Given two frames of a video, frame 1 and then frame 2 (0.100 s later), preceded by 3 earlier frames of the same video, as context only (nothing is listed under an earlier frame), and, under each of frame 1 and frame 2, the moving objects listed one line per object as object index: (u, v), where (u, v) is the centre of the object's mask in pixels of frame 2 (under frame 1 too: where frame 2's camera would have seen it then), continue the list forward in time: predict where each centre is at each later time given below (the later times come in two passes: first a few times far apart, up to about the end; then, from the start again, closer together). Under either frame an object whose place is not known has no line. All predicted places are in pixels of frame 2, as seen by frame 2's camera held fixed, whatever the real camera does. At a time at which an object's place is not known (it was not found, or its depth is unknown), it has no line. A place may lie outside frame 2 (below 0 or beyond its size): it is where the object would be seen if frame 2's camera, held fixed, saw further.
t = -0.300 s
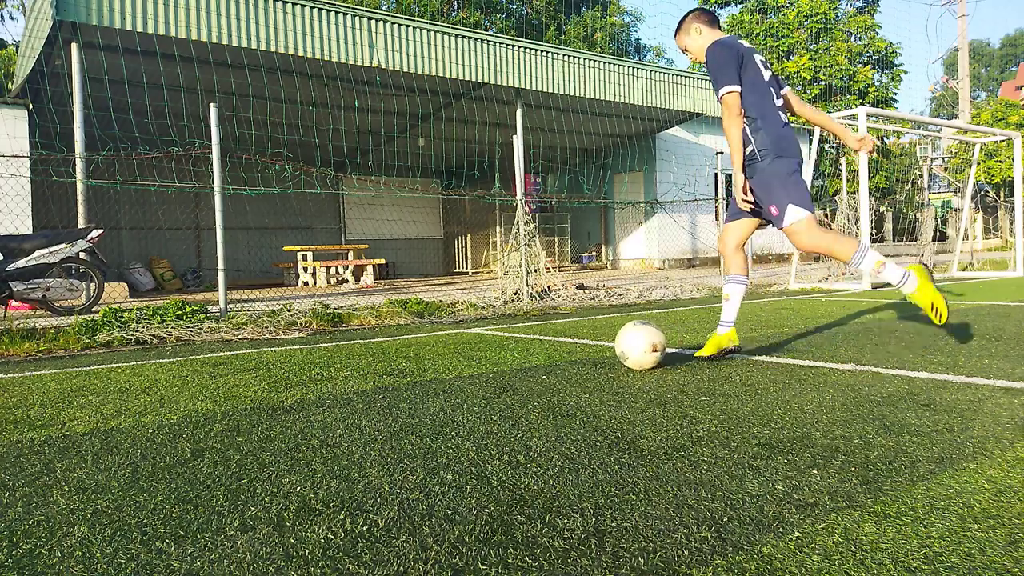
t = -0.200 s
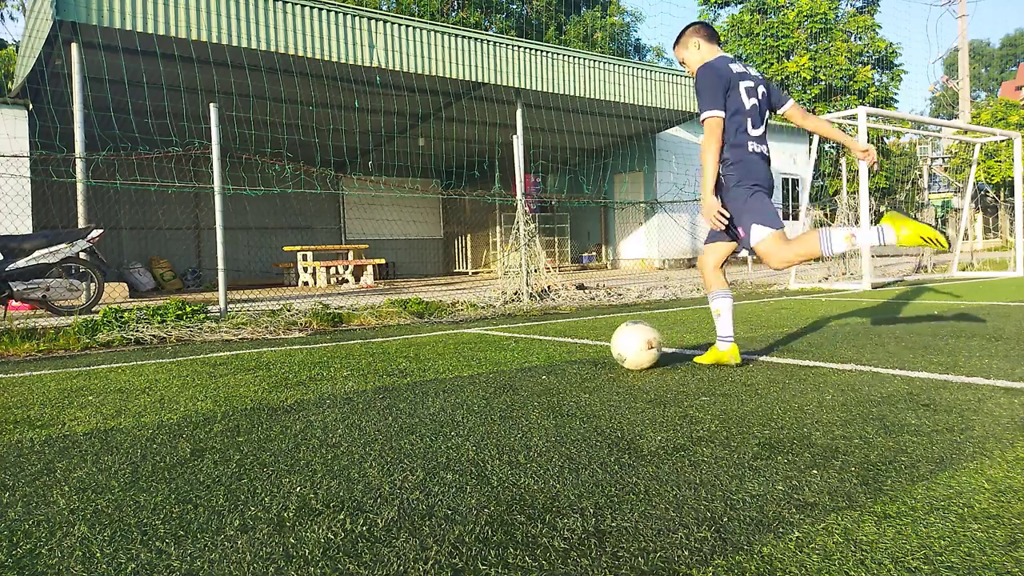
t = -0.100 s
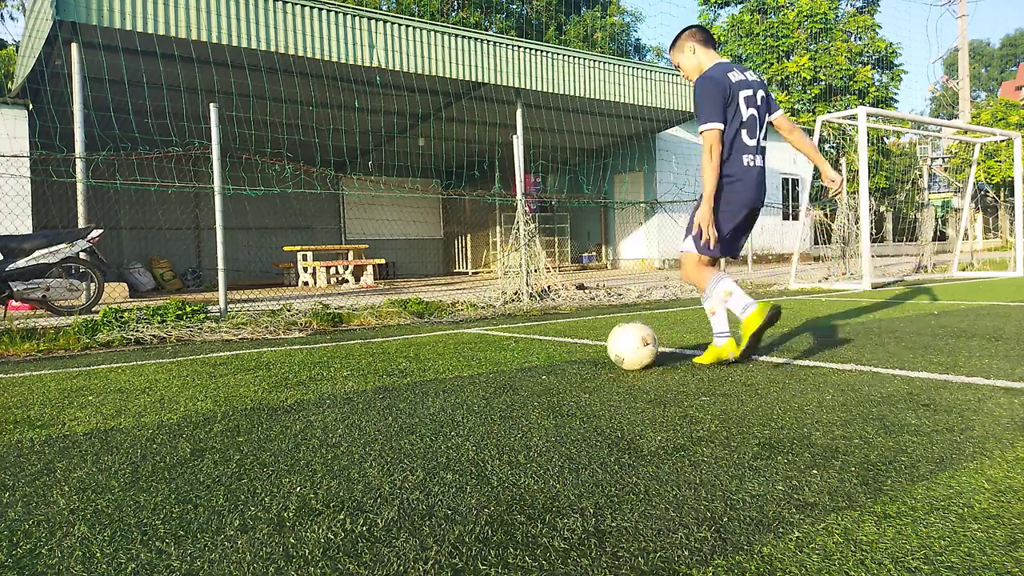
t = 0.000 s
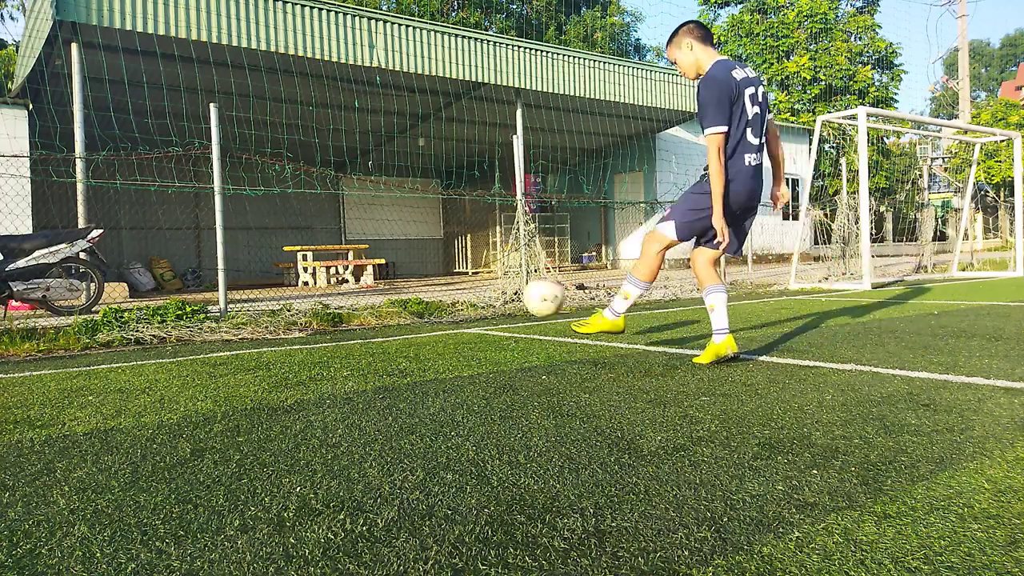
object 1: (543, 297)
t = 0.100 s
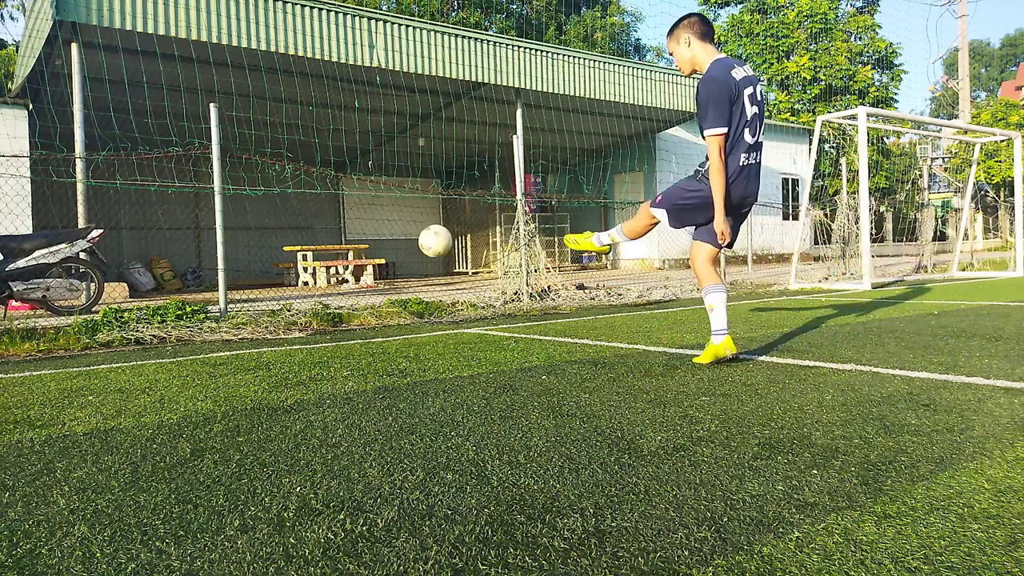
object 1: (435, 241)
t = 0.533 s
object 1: (343, 289)
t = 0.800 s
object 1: (377, 306)
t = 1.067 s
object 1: (415, 316)
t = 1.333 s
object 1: (456, 318)
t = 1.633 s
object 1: (508, 322)
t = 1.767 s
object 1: (532, 323)
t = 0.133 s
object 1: (408, 230)
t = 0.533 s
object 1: (343, 289)
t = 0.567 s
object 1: (346, 299)
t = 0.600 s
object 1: (351, 301)
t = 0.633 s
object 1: (356, 303)
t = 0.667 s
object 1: (360, 306)
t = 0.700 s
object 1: (366, 308)
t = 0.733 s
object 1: (370, 307)
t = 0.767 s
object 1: (373, 306)
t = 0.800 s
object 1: (377, 306)
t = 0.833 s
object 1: (381, 307)
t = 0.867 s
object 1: (385, 308)
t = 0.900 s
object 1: (391, 311)
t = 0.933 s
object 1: (395, 315)
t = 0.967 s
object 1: (399, 313)
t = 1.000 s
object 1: (404, 313)
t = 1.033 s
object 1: (410, 314)
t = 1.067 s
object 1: (415, 316)
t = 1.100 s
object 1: (419, 315)
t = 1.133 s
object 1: (423, 315)
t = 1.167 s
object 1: (429, 316)
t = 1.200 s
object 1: (434, 317)
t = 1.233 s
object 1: (439, 317)
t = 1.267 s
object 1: (445, 318)
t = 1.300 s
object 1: (450, 318)
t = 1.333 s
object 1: (456, 318)
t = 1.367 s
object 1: (461, 318)
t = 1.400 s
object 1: (467, 319)
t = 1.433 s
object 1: (472, 319)
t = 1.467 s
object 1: (478, 320)
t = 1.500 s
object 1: (484, 320)
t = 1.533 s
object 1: (490, 320)
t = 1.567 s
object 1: (496, 320)
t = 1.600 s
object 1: (502, 321)
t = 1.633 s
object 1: (508, 322)
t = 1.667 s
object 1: (514, 322)
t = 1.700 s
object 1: (520, 322)
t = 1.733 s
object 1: (526, 323)
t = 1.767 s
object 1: (532, 323)
